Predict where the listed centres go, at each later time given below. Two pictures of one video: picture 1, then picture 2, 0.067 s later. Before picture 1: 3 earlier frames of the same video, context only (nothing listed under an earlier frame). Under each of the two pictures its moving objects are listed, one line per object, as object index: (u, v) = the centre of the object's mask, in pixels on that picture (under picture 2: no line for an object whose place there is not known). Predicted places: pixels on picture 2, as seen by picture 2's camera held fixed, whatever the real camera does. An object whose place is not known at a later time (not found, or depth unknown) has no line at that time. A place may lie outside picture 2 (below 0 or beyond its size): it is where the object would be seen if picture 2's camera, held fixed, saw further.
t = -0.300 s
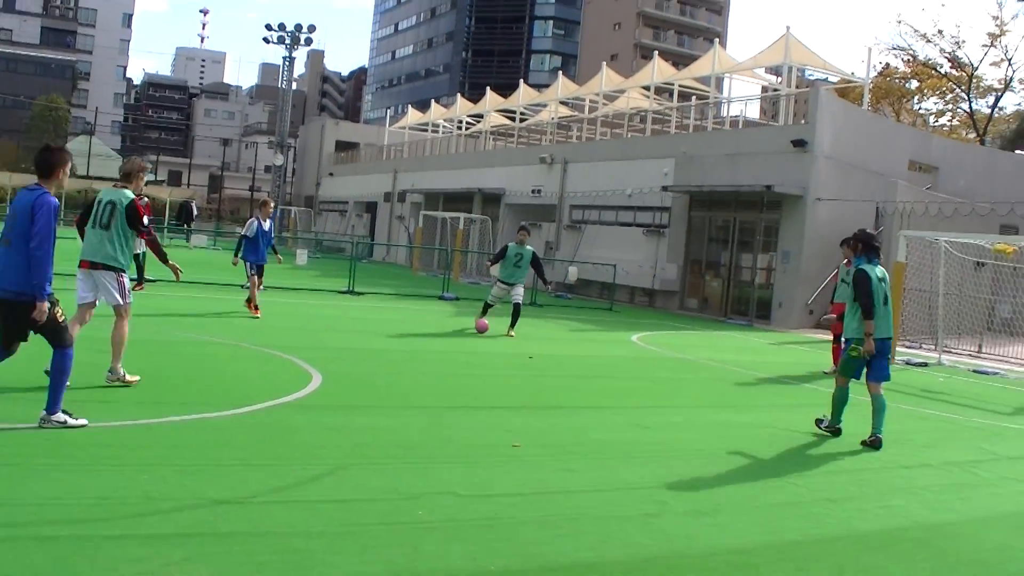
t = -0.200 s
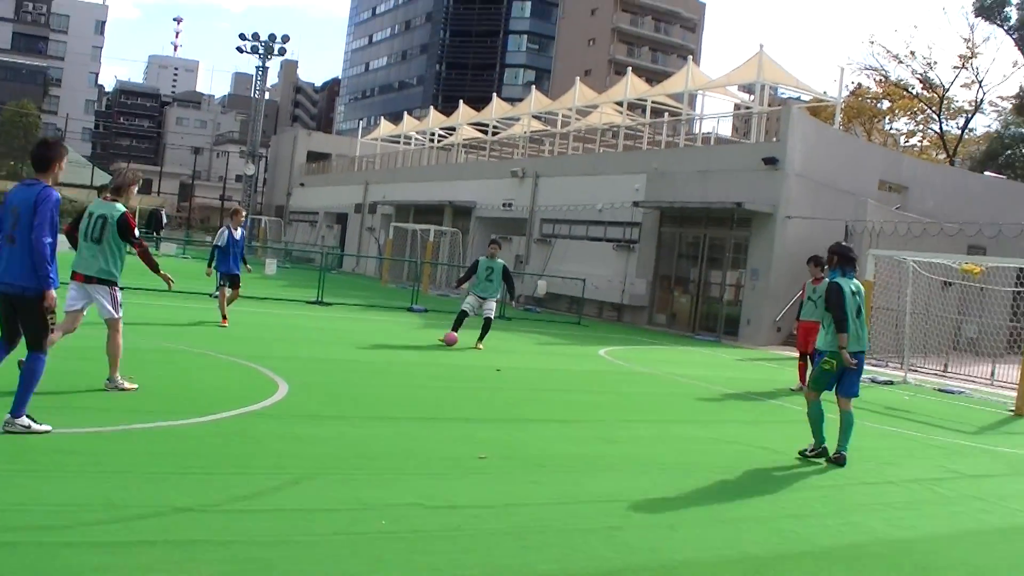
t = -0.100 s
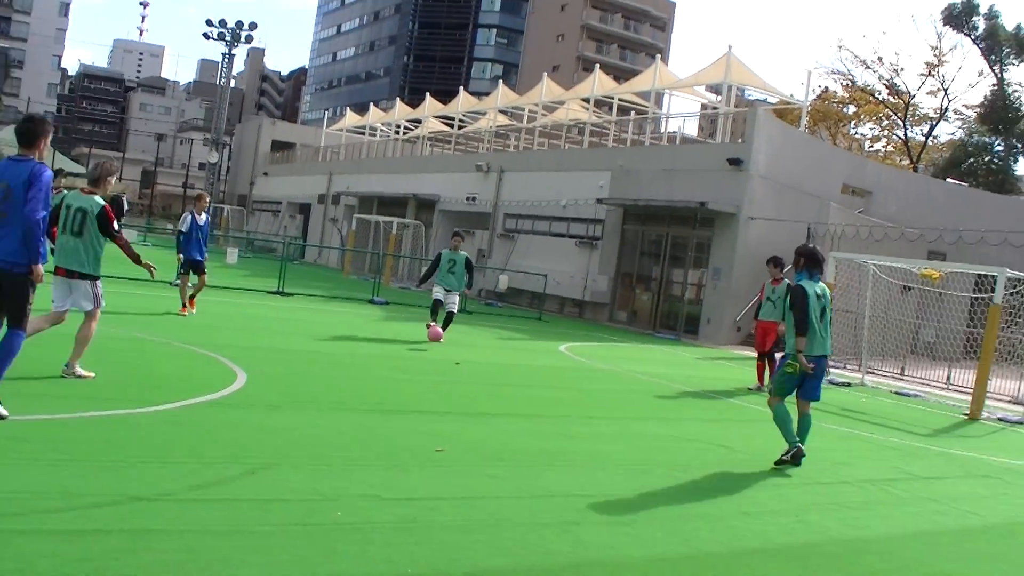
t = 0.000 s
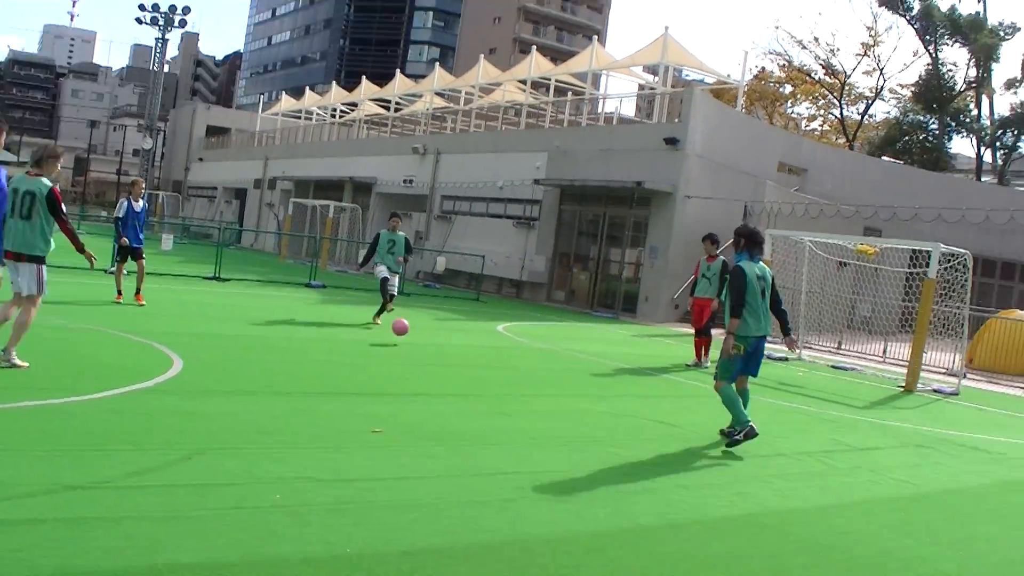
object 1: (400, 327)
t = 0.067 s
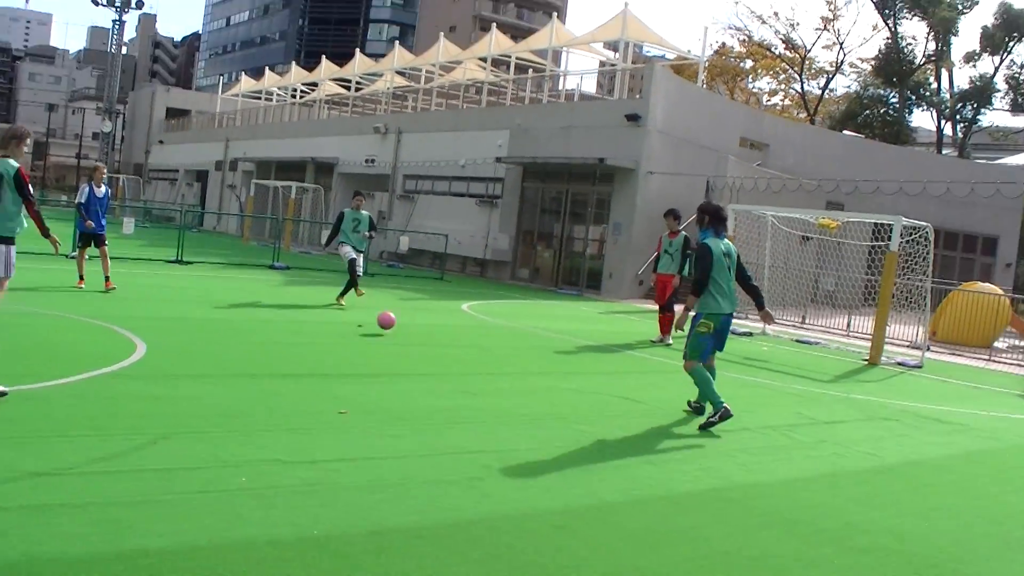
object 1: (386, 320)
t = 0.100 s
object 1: (394, 330)
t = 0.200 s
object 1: (424, 340)
